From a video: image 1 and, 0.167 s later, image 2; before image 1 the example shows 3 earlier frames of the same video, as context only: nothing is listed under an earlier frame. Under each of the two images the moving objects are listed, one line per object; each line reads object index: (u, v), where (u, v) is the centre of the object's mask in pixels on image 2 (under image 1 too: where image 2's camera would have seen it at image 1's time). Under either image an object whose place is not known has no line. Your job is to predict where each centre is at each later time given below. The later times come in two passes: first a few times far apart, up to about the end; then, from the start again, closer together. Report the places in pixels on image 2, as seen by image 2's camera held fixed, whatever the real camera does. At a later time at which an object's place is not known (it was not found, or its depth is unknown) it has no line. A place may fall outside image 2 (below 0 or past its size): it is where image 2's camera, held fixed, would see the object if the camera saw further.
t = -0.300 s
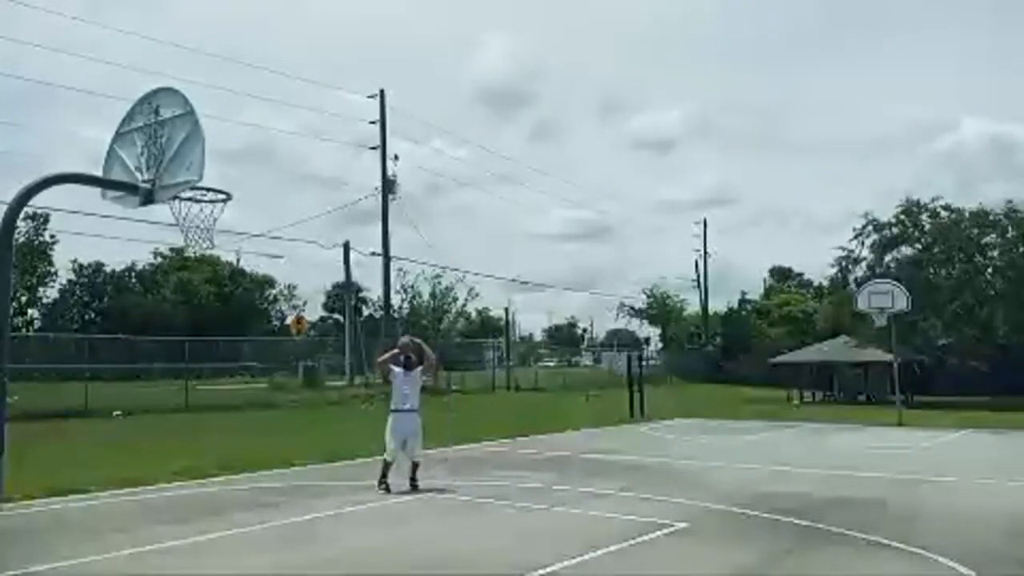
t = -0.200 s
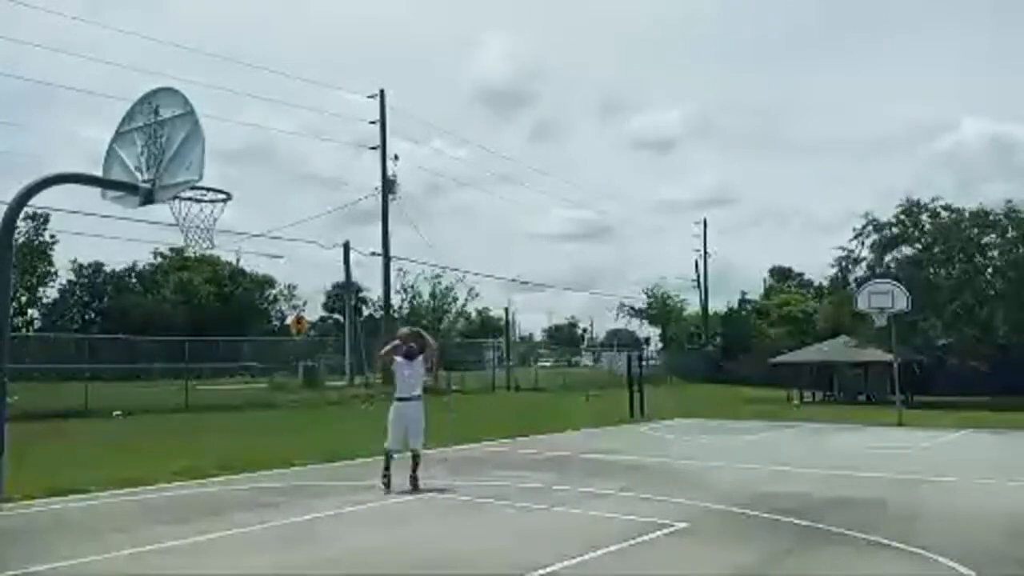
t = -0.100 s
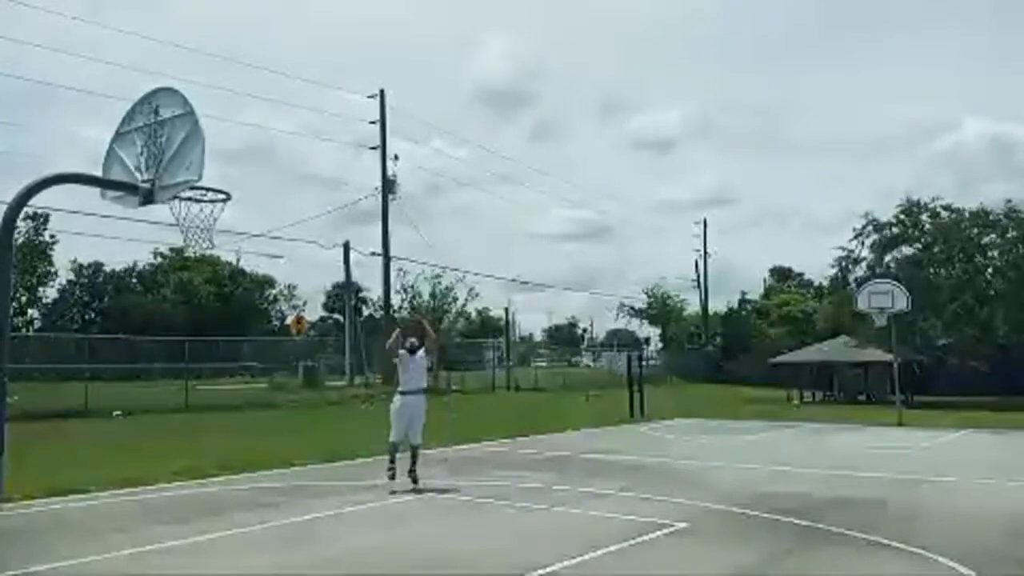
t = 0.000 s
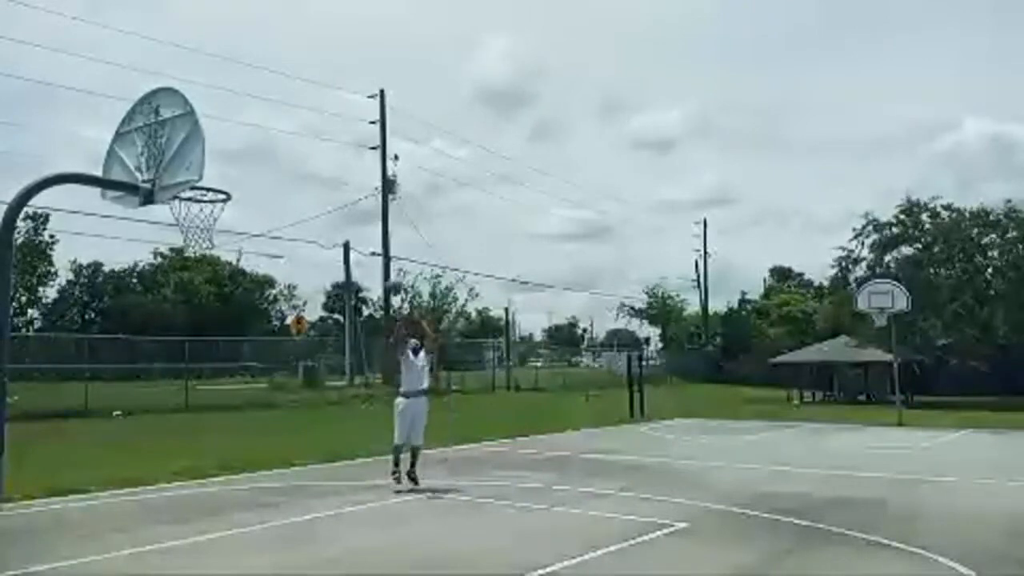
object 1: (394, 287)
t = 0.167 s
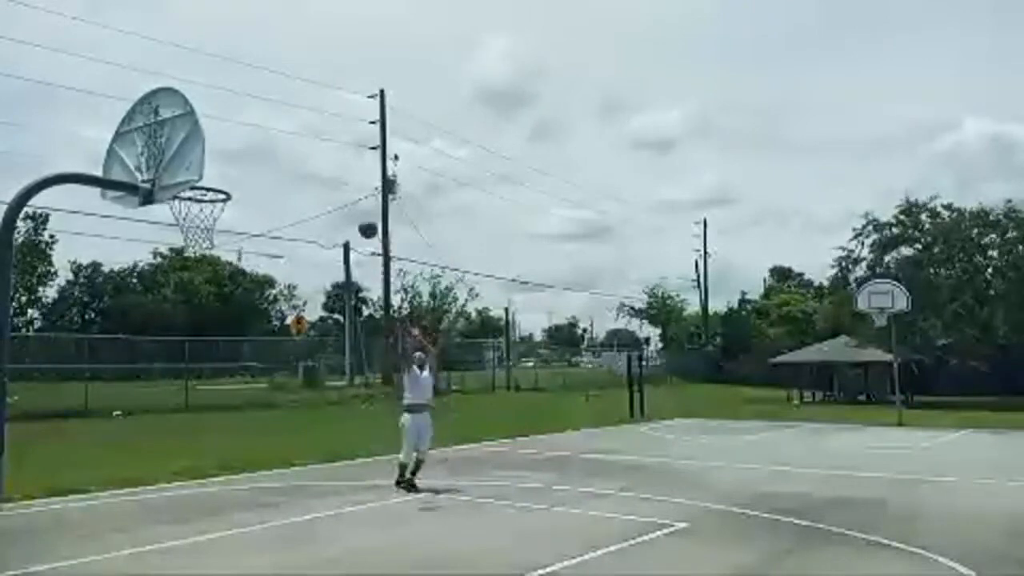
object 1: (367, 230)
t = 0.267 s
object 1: (351, 199)
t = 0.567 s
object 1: (290, 147)
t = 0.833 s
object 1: (218, 168)
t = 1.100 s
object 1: (193, 254)
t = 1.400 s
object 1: (231, 425)
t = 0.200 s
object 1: (362, 218)
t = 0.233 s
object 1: (357, 208)
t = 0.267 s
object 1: (351, 199)
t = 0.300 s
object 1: (345, 190)
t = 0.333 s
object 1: (338, 182)
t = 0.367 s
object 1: (332, 175)
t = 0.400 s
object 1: (326, 168)
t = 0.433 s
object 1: (320, 162)
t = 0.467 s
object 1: (312, 157)
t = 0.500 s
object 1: (305, 153)
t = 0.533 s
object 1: (298, 149)
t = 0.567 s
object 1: (290, 147)
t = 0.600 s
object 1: (282, 146)
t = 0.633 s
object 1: (274, 145)
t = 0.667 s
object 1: (265, 146)
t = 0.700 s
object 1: (256, 148)
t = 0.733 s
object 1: (247, 150)
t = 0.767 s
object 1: (237, 155)
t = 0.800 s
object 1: (227, 160)
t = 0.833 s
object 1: (218, 168)
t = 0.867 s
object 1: (210, 178)
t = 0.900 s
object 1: (197, 191)
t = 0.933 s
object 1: (183, 204)
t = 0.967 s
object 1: (179, 214)
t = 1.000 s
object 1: (182, 223)
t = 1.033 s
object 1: (186, 233)
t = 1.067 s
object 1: (190, 242)
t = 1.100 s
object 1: (193, 254)
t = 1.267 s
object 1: (216, 329)
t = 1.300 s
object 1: (220, 356)
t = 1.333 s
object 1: (223, 375)
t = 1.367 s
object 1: (227, 399)
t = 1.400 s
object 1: (231, 425)
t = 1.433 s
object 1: (234, 452)
